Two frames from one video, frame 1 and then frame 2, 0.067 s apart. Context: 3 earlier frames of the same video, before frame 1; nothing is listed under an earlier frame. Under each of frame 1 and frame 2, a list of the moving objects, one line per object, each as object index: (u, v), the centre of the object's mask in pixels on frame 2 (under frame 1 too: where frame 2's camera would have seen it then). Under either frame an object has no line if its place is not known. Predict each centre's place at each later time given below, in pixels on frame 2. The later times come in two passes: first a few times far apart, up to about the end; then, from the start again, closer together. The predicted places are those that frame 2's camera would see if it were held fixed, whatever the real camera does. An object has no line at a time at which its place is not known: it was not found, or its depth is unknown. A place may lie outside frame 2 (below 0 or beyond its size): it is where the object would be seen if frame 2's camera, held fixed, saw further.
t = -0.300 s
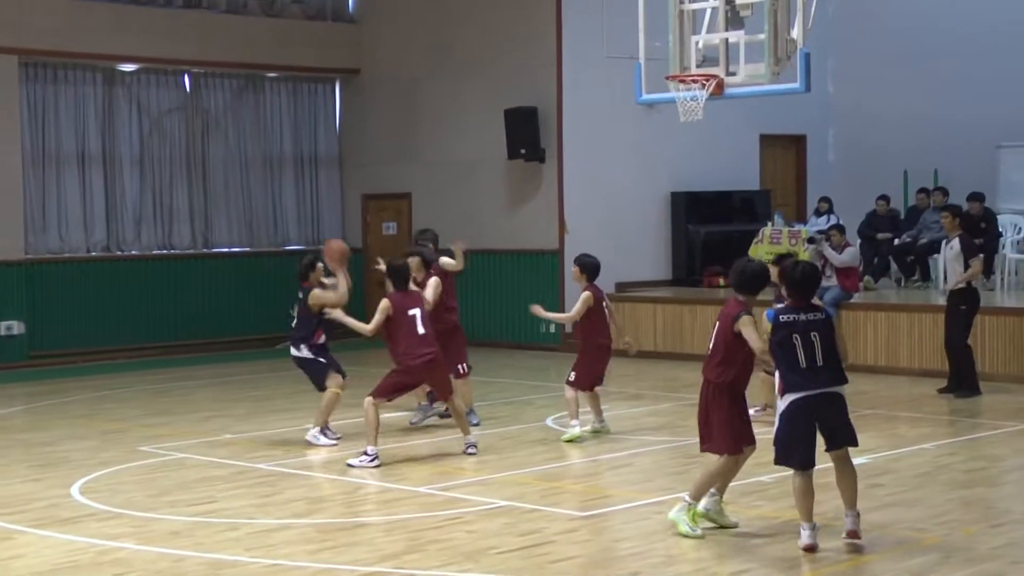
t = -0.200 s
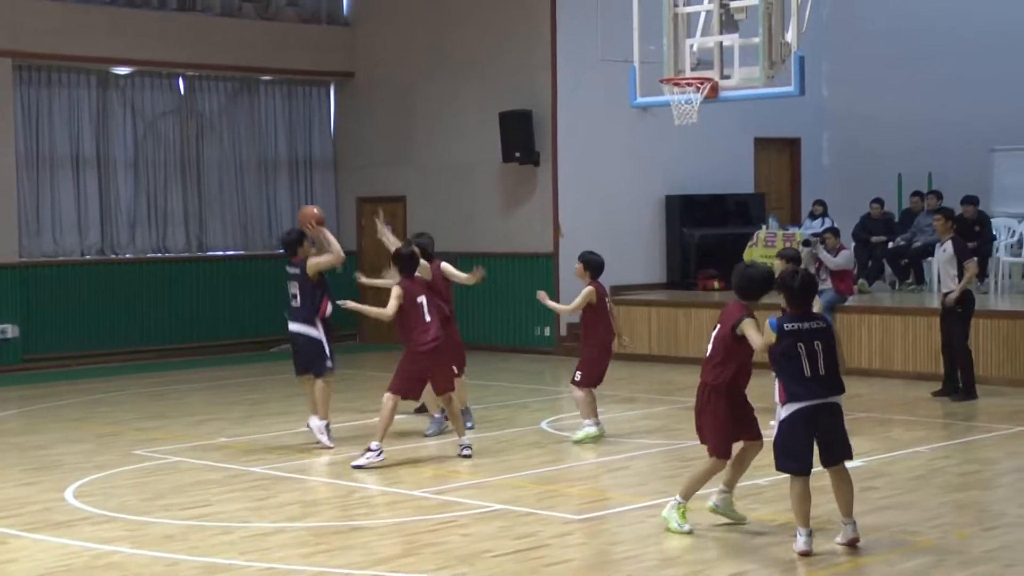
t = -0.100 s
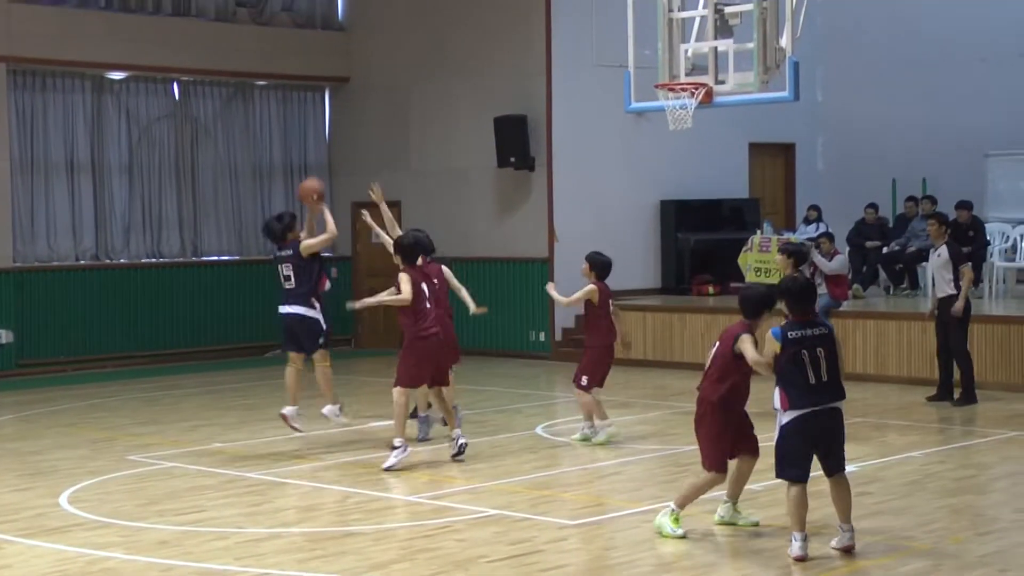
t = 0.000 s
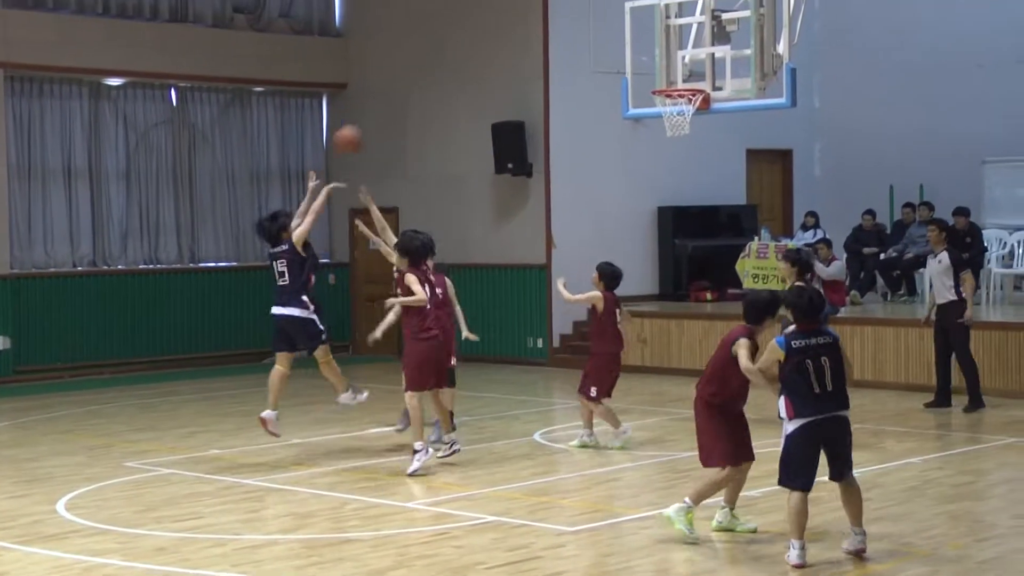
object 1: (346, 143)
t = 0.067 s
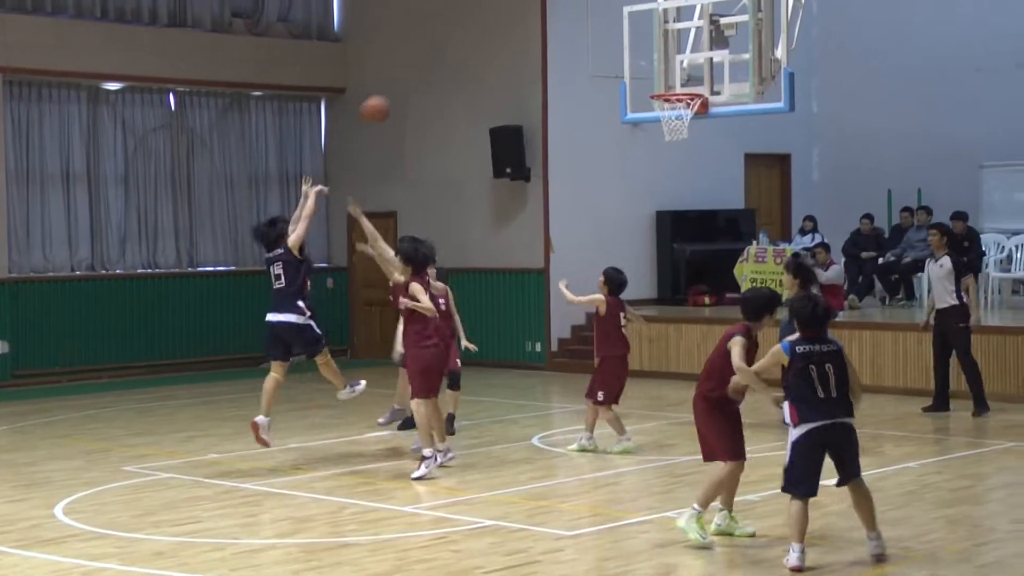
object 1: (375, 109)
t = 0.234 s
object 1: (447, 50)
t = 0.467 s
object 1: (543, 24)
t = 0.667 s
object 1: (622, 48)
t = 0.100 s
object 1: (390, 95)
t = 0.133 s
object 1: (404, 81)
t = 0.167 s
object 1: (418, 70)
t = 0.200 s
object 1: (433, 59)
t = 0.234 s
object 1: (447, 50)
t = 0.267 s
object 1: (461, 43)
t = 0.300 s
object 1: (475, 37)
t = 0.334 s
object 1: (488, 32)
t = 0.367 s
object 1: (501, 28)
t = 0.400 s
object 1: (515, 25)
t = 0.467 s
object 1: (543, 24)
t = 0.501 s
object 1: (556, 25)
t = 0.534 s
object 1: (569, 27)
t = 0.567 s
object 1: (583, 31)
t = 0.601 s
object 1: (596, 35)
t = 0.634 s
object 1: (609, 41)
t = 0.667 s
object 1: (622, 48)
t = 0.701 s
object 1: (635, 56)
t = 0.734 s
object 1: (648, 67)
